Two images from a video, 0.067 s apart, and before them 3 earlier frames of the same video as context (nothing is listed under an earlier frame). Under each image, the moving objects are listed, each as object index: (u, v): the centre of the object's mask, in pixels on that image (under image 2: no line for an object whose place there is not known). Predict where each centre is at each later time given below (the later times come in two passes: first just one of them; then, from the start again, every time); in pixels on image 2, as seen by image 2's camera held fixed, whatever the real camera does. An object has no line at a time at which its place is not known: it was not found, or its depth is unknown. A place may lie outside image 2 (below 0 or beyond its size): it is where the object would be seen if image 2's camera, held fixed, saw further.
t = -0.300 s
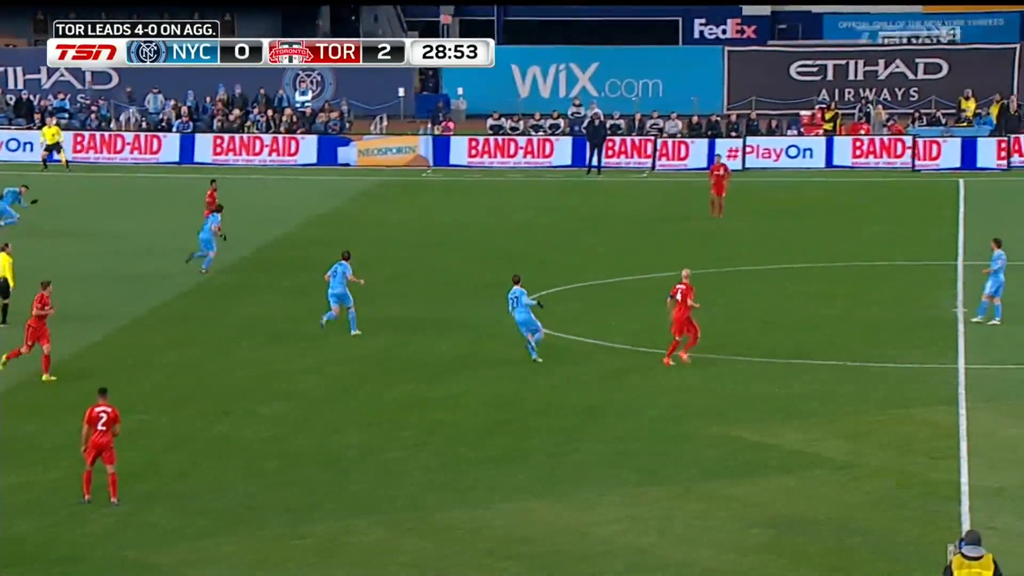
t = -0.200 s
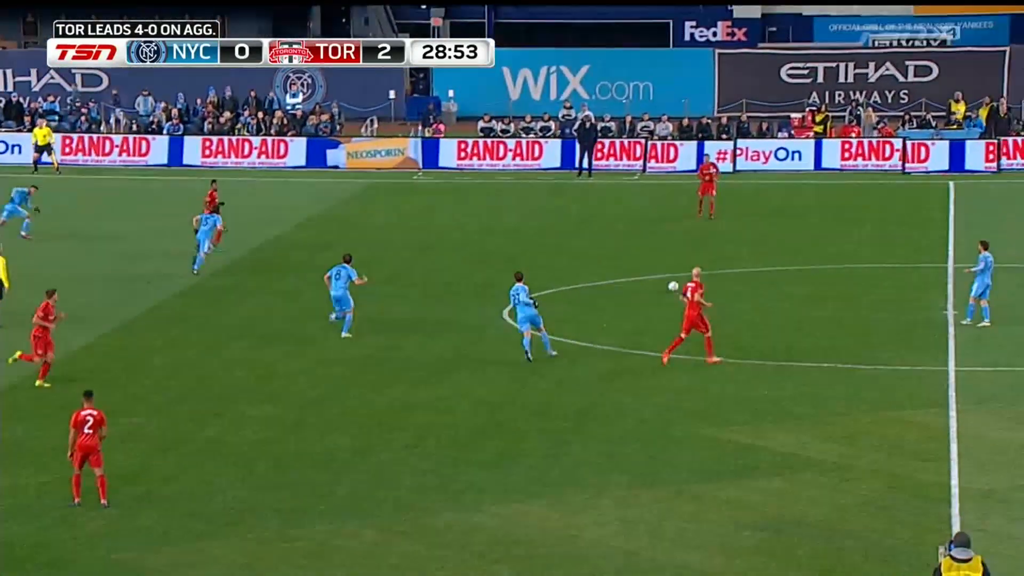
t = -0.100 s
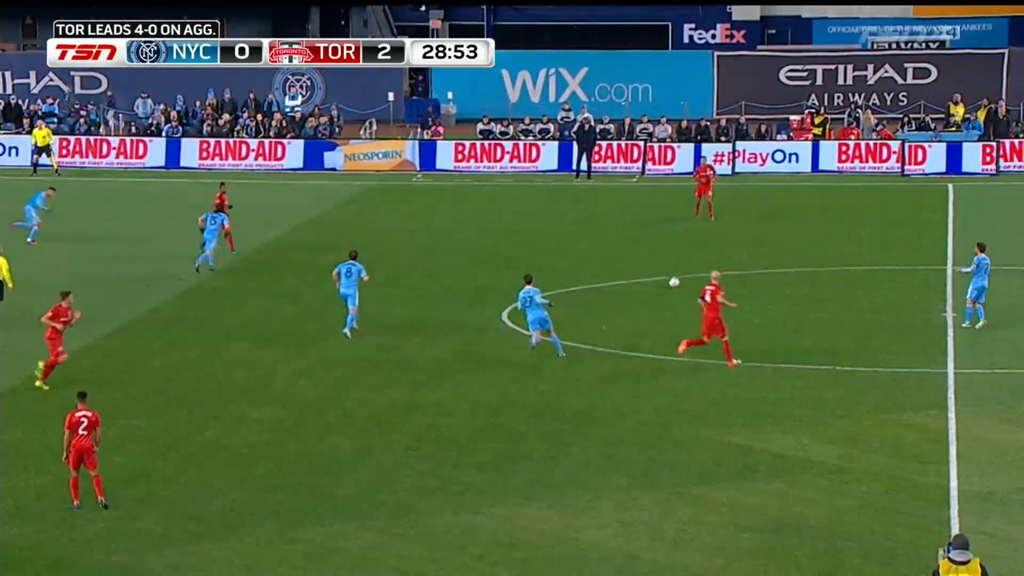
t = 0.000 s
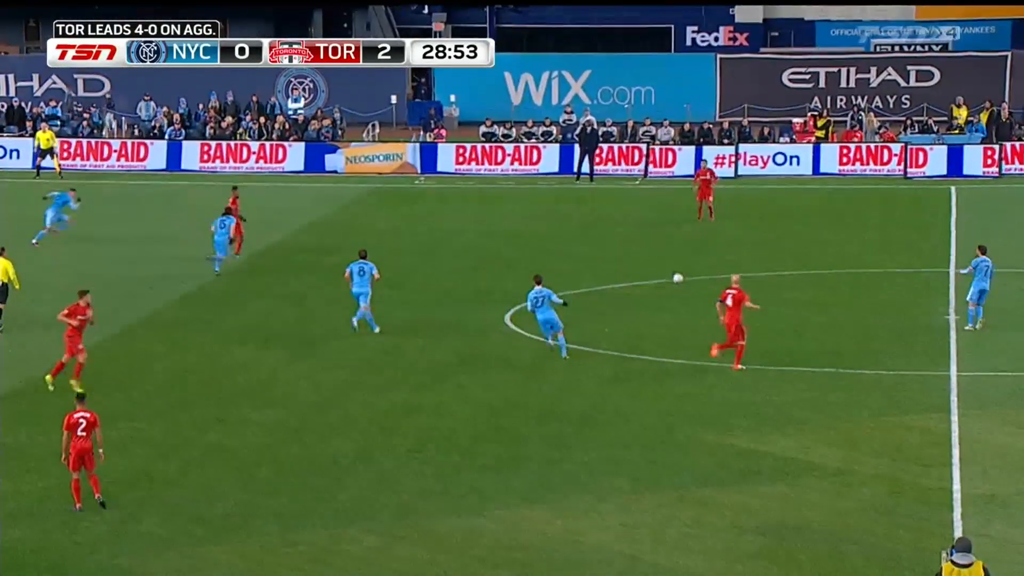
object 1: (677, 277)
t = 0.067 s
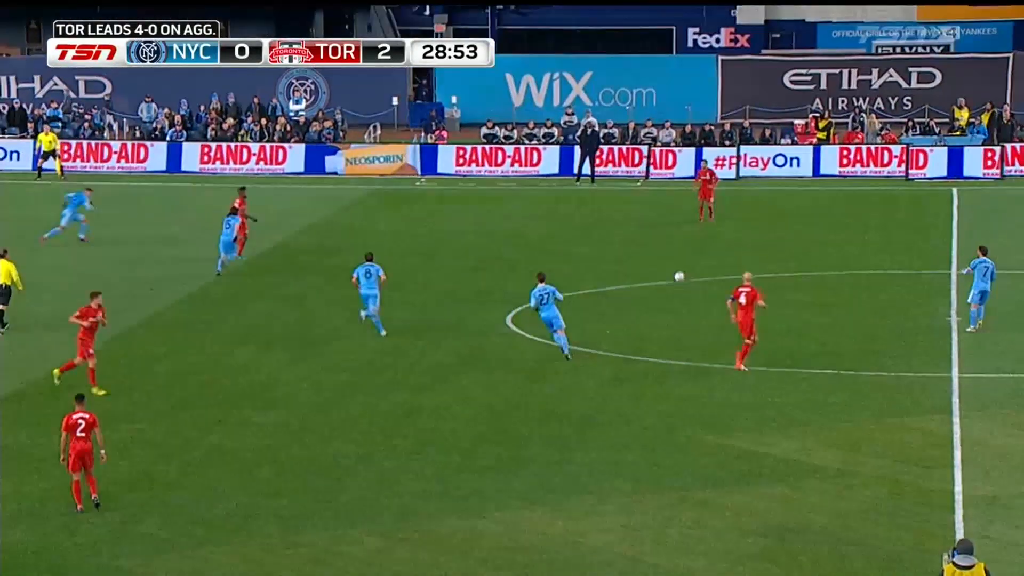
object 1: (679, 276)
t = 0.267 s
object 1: (677, 266)
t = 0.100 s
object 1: (679, 273)
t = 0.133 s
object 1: (679, 271)
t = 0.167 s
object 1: (678, 270)
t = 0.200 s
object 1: (678, 270)
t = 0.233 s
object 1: (677, 269)
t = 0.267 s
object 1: (677, 266)
